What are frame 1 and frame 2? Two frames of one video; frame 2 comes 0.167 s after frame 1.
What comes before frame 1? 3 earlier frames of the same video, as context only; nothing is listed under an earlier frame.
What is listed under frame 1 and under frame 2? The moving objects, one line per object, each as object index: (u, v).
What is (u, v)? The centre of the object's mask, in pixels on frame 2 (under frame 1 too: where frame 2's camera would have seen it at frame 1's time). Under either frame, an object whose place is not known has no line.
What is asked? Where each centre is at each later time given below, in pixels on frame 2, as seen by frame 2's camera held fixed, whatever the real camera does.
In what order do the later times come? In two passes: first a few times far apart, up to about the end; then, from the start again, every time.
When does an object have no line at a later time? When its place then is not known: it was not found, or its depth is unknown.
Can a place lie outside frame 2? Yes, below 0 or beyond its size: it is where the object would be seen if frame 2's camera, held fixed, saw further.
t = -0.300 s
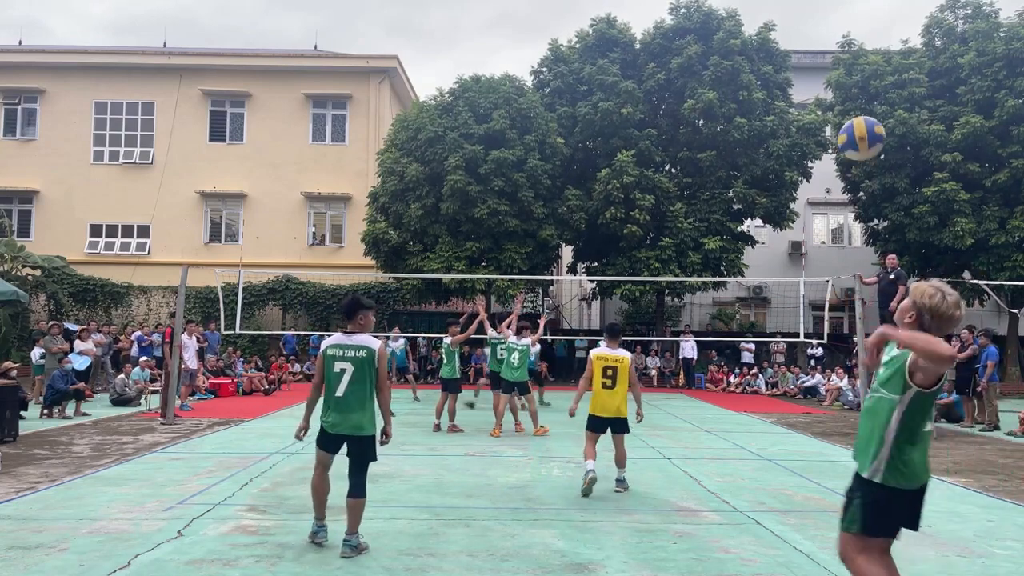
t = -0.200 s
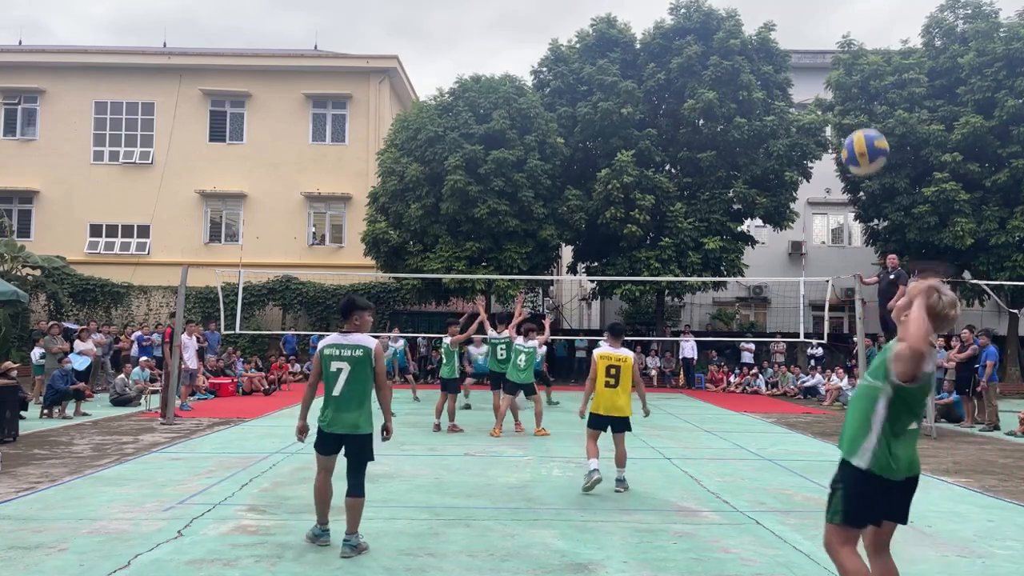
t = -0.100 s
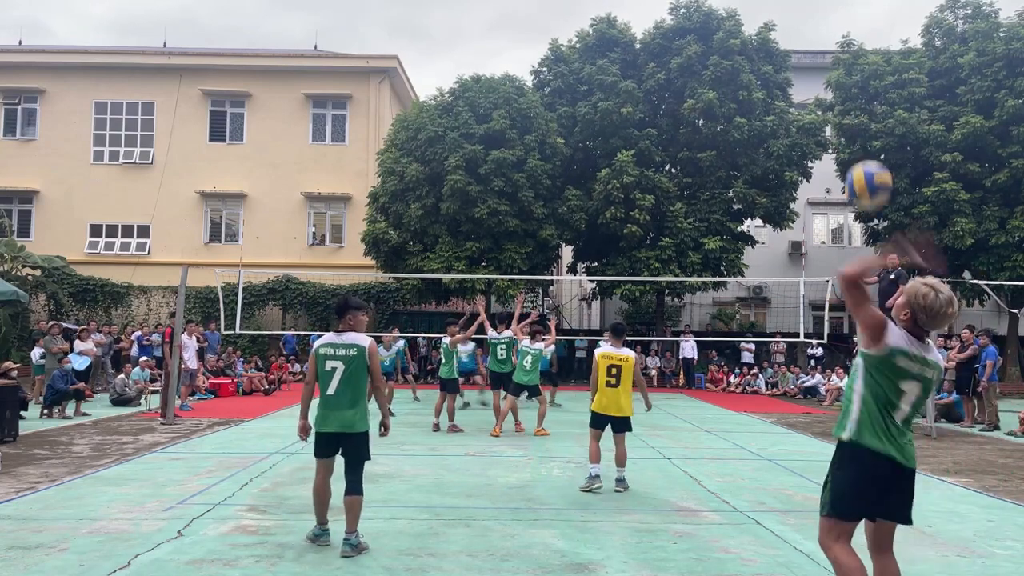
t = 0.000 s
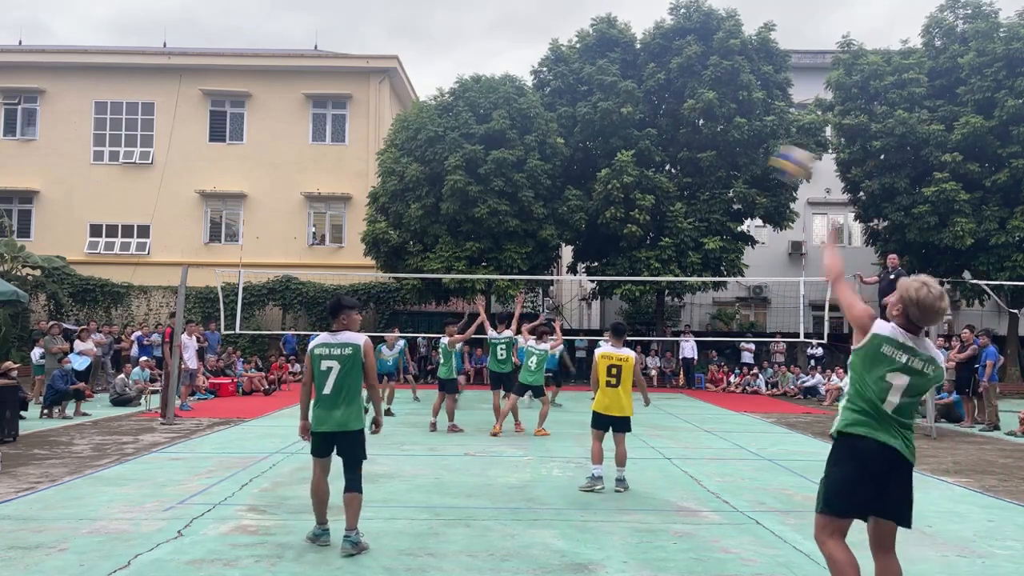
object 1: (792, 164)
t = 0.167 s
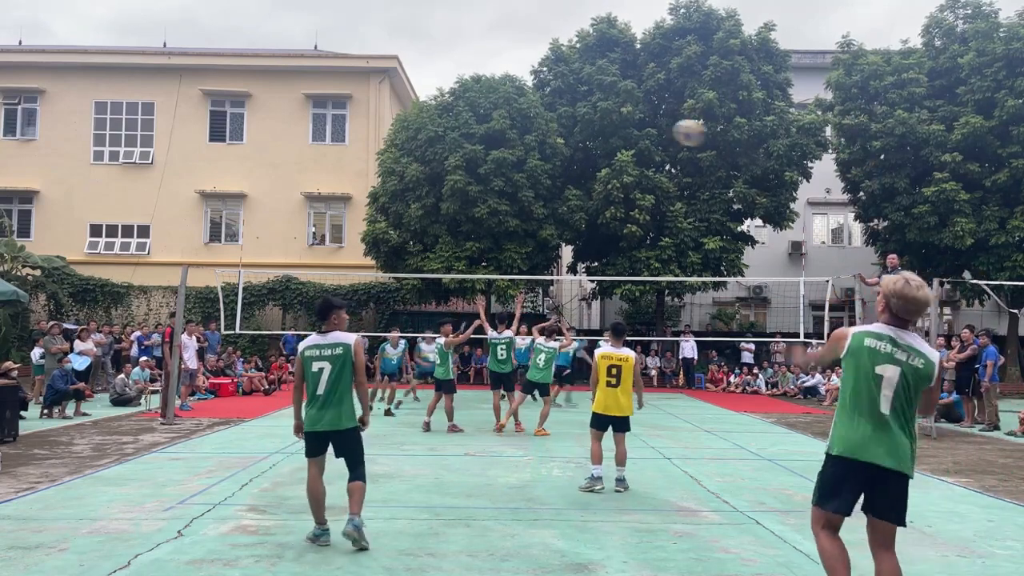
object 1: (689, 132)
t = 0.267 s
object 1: (651, 132)
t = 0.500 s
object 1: (592, 160)
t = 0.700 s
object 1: (562, 199)
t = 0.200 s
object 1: (675, 131)
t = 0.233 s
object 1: (662, 132)
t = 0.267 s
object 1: (651, 132)
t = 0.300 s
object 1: (640, 134)
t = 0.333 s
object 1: (631, 137)
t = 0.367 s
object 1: (622, 141)
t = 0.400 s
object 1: (614, 145)
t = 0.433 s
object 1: (606, 149)
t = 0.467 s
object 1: (599, 155)
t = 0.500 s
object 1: (592, 160)
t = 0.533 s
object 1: (586, 165)
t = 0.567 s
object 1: (581, 172)
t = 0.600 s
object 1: (576, 178)
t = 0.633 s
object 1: (571, 185)
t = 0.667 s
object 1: (566, 192)
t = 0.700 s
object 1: (562, 199)
